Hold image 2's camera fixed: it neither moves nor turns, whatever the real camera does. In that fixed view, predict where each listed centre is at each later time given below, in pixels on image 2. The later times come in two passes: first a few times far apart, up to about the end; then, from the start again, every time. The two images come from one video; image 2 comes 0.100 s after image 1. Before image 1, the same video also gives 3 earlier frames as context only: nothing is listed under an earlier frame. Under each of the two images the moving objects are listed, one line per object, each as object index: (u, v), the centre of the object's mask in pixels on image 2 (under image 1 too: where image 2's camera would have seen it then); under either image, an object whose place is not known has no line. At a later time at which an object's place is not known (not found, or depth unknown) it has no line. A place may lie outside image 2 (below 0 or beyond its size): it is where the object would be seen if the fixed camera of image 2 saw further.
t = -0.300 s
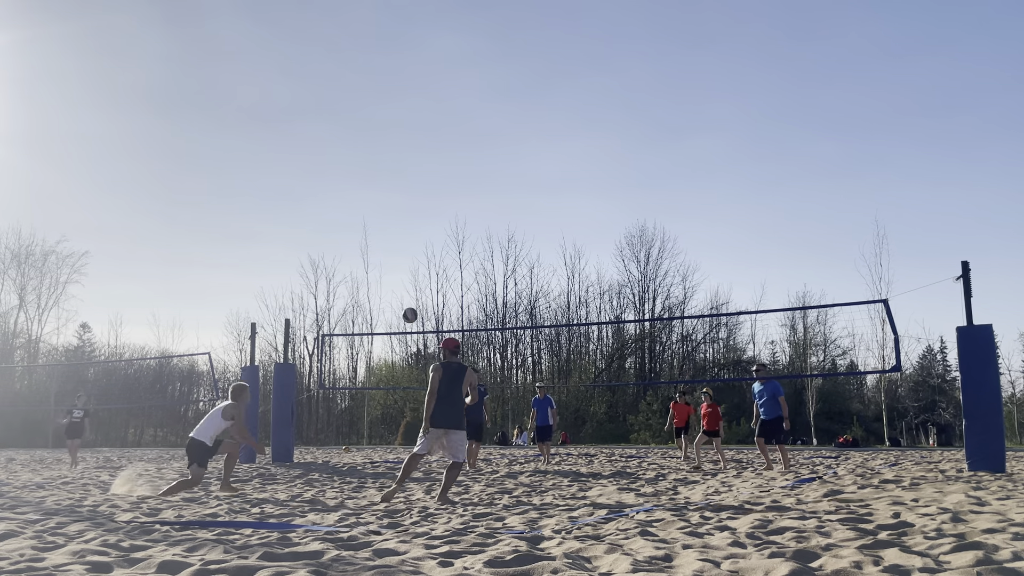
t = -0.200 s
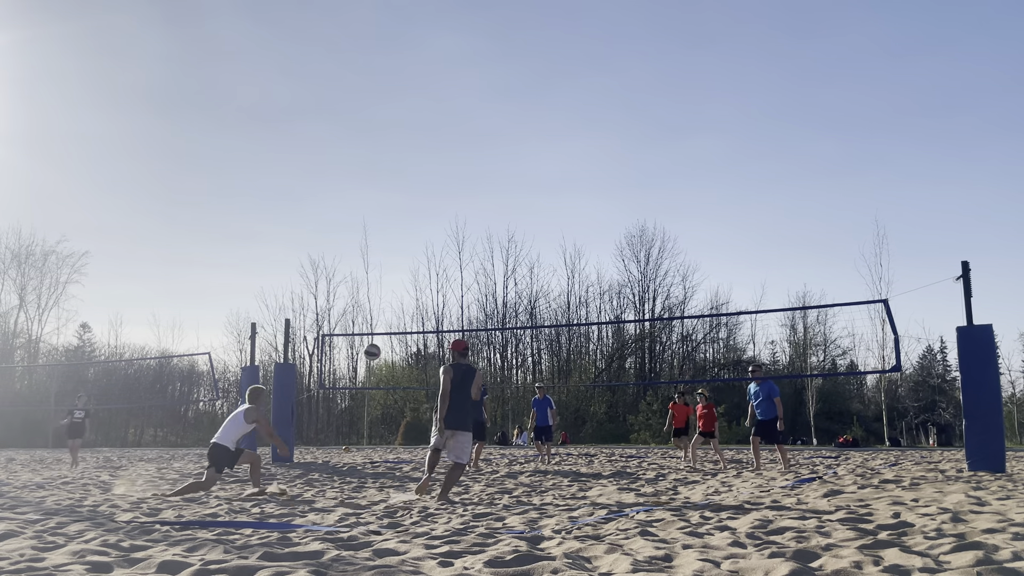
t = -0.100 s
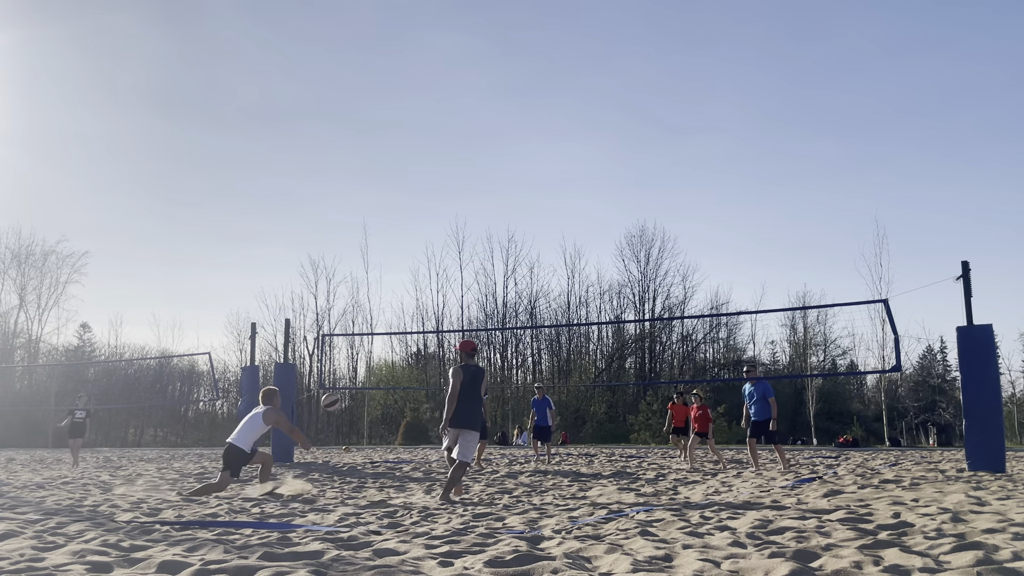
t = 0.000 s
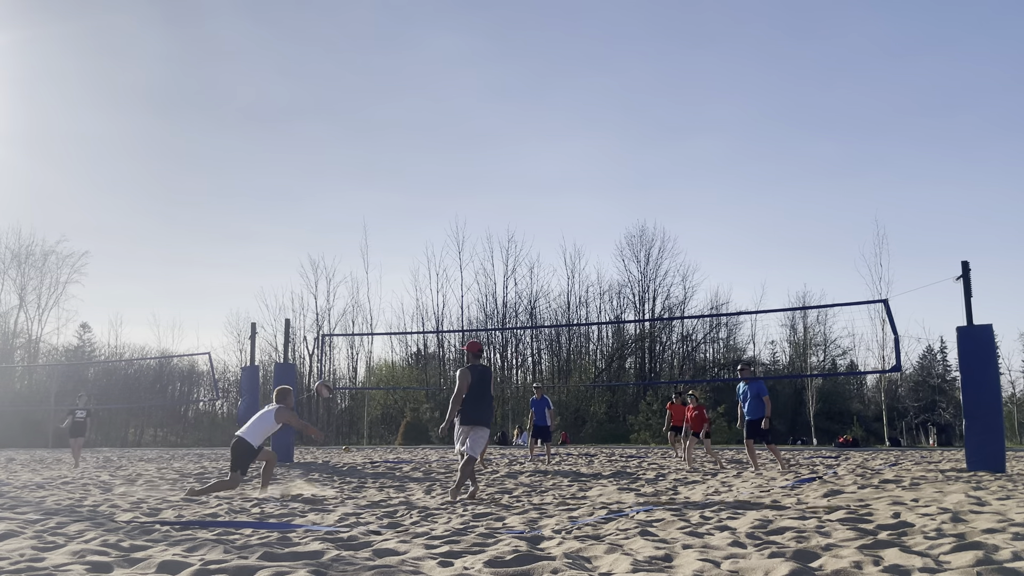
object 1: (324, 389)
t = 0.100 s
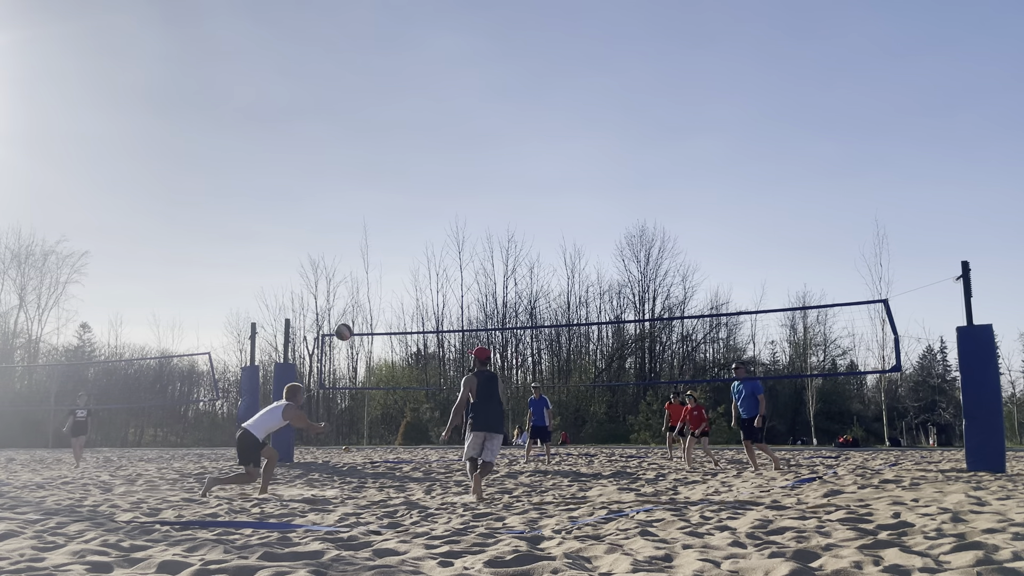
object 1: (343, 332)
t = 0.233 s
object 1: (367, 273)
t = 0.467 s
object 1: (404, 210)
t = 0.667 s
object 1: (433, 192)
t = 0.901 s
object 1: (462, 206)
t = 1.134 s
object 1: (489, 255)
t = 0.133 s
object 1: (350, 315)
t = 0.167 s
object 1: (355, 300)
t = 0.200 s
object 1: (362, 286)
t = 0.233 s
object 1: (367, 273)
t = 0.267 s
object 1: (373, 261)
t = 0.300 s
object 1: (378, 250)
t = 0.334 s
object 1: (384, 240)
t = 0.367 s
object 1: (389, 231)
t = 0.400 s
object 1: (394, 224)
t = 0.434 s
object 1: (399, 216)
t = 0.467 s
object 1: (404, 210)
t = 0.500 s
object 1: (409, 205)
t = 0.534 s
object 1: (414, 201)
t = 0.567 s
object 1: (419, 197)
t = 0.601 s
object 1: (424, 195)
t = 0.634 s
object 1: (428, 193)
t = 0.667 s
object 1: (433, 192)
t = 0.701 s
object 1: (437, 192)
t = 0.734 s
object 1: (441, 192)
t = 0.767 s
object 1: (446, 193)
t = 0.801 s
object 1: (450, 195)
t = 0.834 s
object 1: (454, 198)
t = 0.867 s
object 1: (458, 202)
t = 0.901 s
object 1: (462, 206)
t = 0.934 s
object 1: (466, 211)
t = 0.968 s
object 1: (470, 216)
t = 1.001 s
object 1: (474, 223)
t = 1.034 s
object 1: (478, 230)
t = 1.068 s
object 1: (482, 237)
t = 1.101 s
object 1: (486, 246)
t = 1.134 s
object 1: (489, 255)
